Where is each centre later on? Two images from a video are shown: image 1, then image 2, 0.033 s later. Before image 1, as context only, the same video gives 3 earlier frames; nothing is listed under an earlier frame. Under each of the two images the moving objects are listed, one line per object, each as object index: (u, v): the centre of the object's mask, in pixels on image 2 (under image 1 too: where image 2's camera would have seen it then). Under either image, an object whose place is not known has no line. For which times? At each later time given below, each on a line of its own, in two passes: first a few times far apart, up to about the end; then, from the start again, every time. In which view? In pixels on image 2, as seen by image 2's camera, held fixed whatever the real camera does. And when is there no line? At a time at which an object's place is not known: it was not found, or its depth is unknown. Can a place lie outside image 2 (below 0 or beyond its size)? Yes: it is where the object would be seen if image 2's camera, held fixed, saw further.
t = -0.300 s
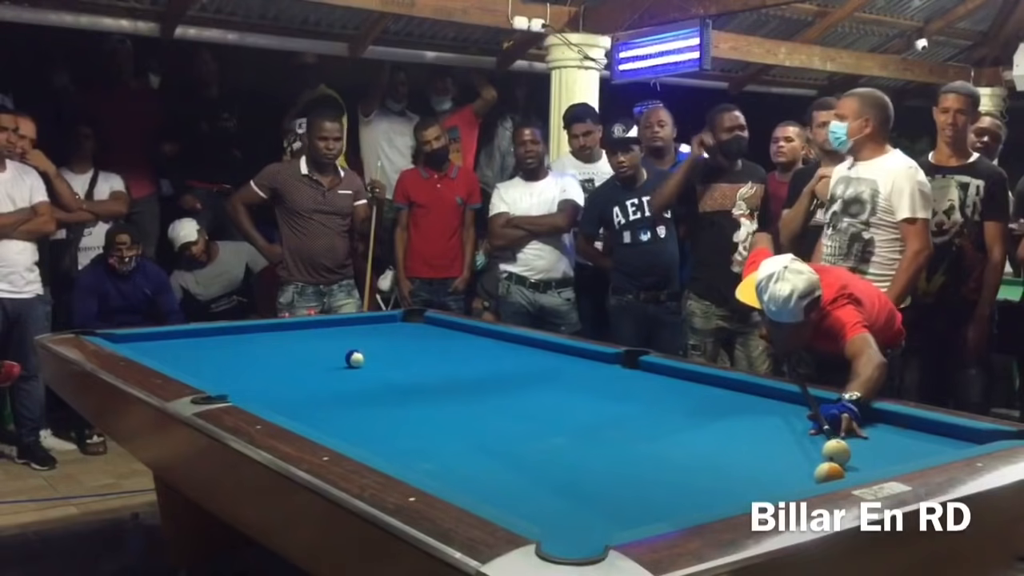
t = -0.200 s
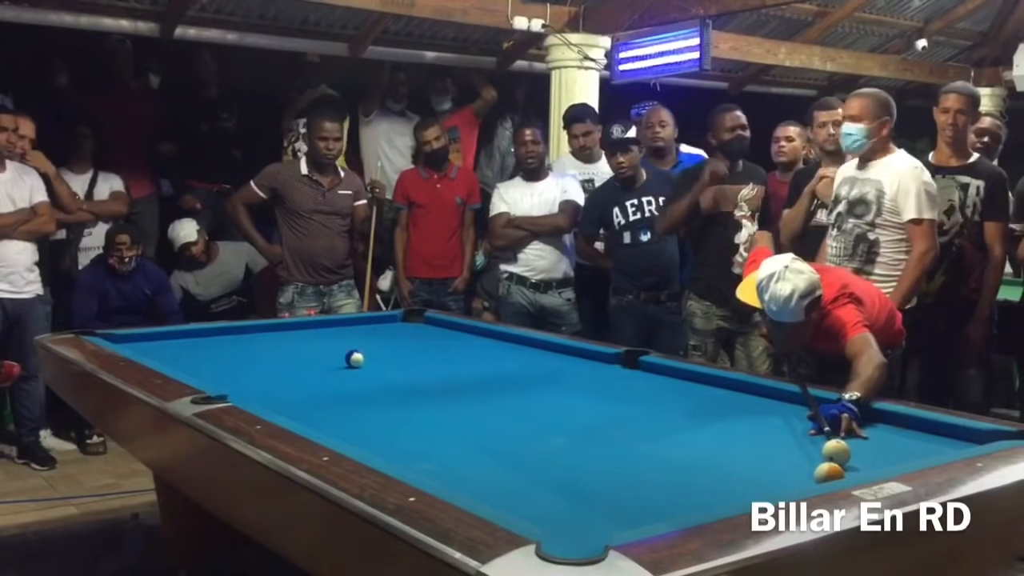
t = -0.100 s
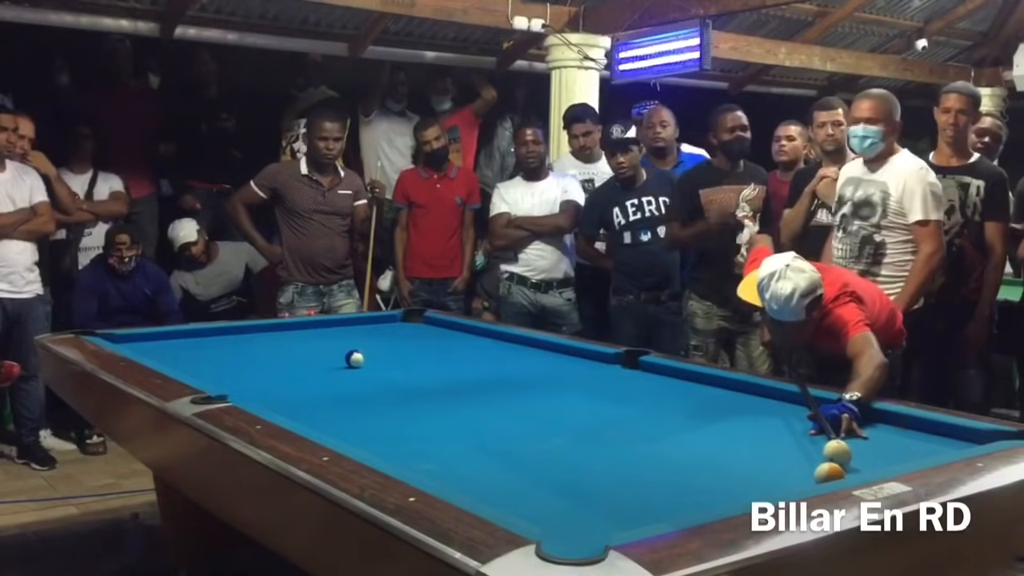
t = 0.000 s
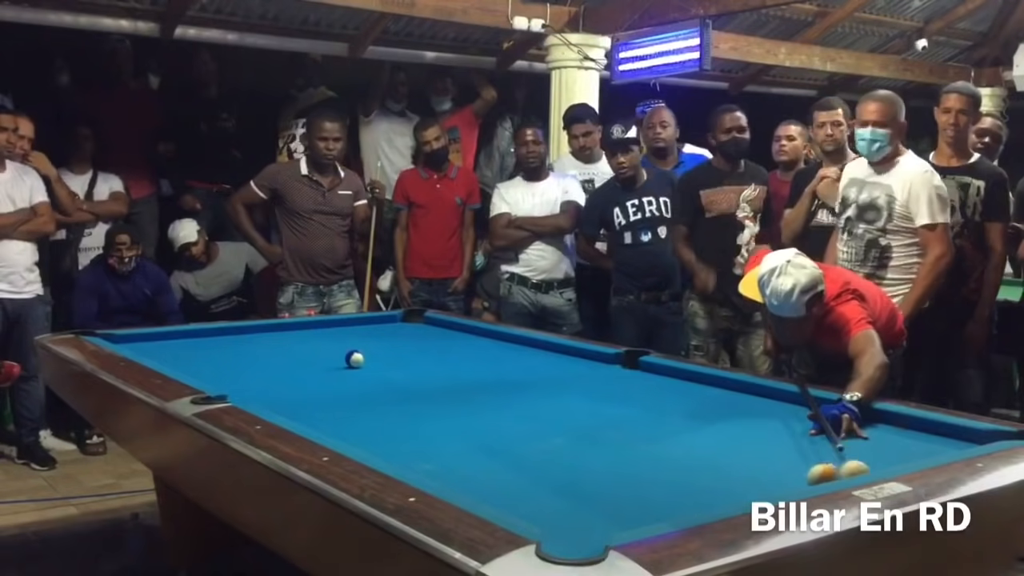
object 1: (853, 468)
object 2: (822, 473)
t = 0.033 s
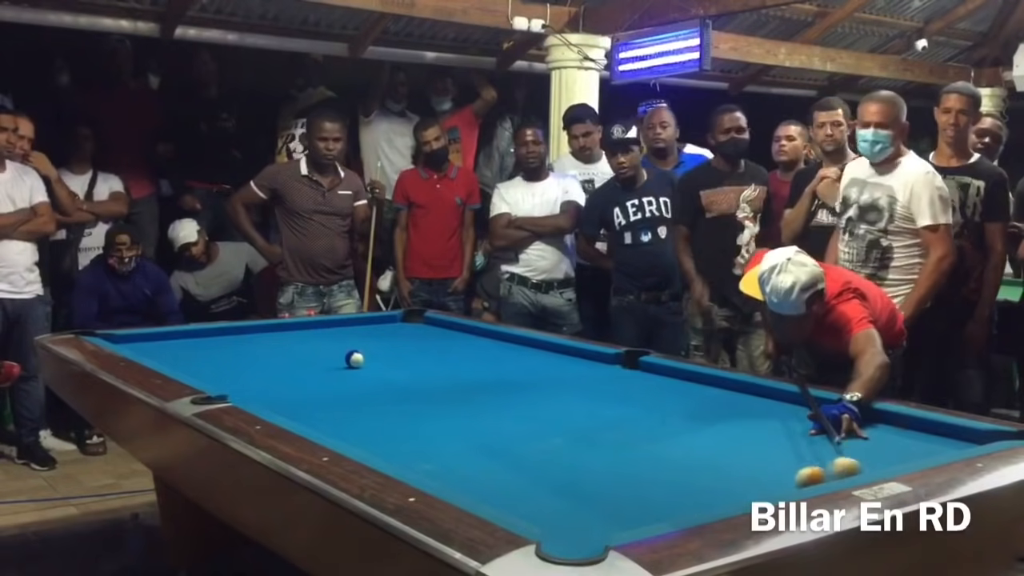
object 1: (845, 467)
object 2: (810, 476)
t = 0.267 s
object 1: (767, 451)
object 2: (743, 493)
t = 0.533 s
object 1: (692, 432)
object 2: (662, 513)
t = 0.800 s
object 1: (629, 417)
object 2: (575, 540)
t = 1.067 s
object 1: (576, 403)
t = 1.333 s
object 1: (530, 392)
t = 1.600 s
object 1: (491, 382)
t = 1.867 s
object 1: (457, 374)
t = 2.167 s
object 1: (423, 365)
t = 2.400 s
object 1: (401, 359)
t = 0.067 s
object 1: (832, 466)
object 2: (800, 479)
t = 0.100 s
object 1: (821, 465)
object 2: (790, 481)
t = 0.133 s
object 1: (810, 462)
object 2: (781, 483)
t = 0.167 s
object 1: (798, 459)
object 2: (772, 486)
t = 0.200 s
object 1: (788, 456)
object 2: (762, 488)
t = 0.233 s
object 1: (777, 454)
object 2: (752, 490)
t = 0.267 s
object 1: (767, 451)
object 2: (743, 493)
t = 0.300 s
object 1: (756, 448)
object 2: (733, 495)
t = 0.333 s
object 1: (747, 446)
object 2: (724, 497)
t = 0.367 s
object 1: (737, 443)
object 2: (714, 500)
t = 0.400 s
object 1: (728, 441)
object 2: (703, 502)
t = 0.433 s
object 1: (719, 438)
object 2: (693, 505)
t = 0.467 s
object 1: (710, 436)
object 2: (683, 507)
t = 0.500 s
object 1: (701, 434)
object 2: (672, 510)
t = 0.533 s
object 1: (692, 432)
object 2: (662, 513)
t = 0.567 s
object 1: (684, 431)
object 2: (652, 515)
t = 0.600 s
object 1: (676, 428)
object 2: (641, 518)
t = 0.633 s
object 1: (668, 426)
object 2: (631, 521)
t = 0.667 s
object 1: (660, 424)
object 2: (619, 524)
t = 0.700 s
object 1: (652, 422)
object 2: (608, 529)
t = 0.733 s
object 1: (644, 420)
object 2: (597, 534)
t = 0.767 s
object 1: (637, 418)
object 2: (587, 537)
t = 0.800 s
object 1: (629, 417)
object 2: (575, 540)
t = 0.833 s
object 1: (622, 415)
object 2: (564, 543)
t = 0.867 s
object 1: (615, 413)
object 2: (562, 545)
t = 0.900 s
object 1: (608, 411)
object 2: (568, 549)
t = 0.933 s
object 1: (601, 410)
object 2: (574, 554)
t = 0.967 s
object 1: (595, 408)
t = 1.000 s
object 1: (588, 406)
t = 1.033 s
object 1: (582, 404)
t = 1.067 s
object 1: (576, 403)
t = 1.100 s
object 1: (569, 401)
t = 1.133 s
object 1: (563, 400)
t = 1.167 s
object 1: (558, 398)
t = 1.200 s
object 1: (552, 397)
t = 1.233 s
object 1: (546, 396)
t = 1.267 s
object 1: (540, 395)
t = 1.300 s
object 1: (535, 393)
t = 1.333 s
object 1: (530, 392)
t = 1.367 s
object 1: (524, 391)
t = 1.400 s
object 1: (519, 389)
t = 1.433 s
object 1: (514, 388)
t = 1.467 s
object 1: (509, 387)
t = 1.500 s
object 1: (505, 386)
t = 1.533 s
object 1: (500, 385)
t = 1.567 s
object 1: (495, 384)
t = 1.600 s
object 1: (491, 382)
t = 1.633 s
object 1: (487, 381)
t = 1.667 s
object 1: (482, 380)
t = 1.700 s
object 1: (477, 379)
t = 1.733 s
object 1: (473, 378)
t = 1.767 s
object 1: (469, 377)
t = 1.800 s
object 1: (464, 376)
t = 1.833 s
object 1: (460, 374)
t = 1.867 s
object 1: (457, 374)
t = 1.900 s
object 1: (452, 372)
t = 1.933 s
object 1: (449, 371)
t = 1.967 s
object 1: (445, 370)
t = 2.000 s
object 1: (442, 370)
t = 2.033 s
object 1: (438, 369)
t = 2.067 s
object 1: (434, 367)
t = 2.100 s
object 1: (430, 367)
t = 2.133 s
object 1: (427, 366)
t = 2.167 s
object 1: (423, 365)
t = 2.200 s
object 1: (420, 364)
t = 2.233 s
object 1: (416, 363)
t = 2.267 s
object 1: (413, 362)
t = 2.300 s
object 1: (410, 362)
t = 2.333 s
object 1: (407, 361)
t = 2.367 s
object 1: (404, 360)
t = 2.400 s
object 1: (401, 359)
